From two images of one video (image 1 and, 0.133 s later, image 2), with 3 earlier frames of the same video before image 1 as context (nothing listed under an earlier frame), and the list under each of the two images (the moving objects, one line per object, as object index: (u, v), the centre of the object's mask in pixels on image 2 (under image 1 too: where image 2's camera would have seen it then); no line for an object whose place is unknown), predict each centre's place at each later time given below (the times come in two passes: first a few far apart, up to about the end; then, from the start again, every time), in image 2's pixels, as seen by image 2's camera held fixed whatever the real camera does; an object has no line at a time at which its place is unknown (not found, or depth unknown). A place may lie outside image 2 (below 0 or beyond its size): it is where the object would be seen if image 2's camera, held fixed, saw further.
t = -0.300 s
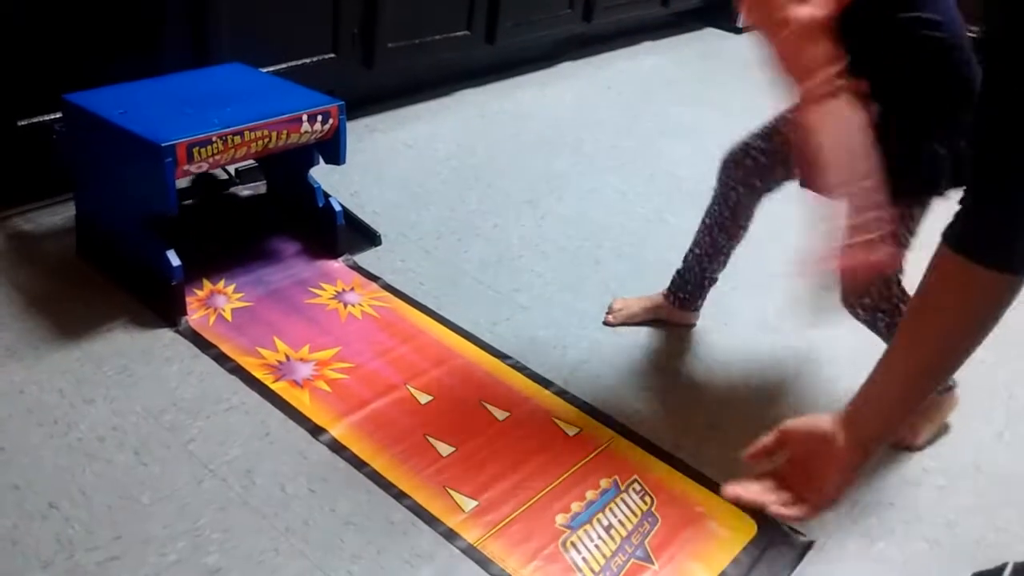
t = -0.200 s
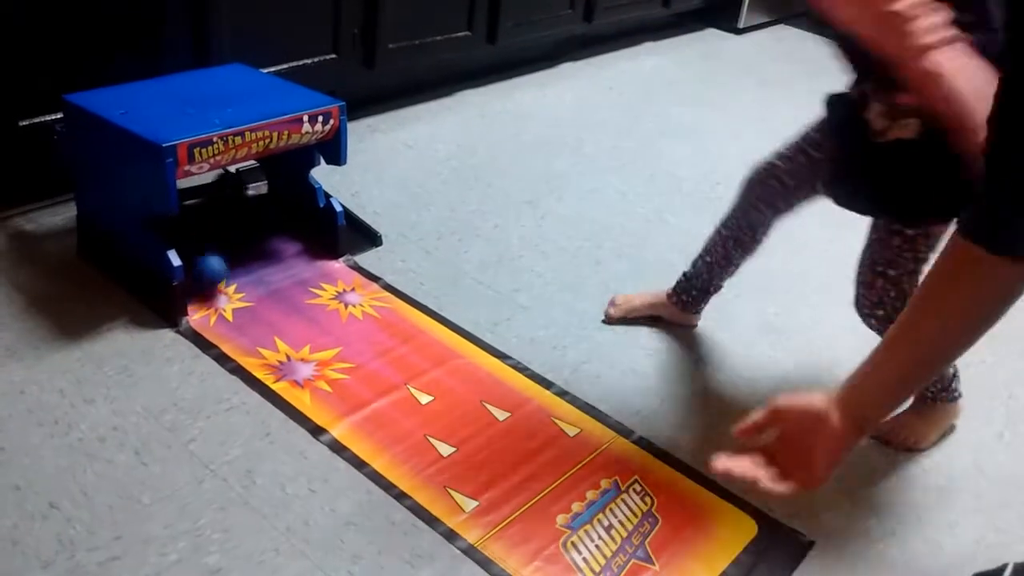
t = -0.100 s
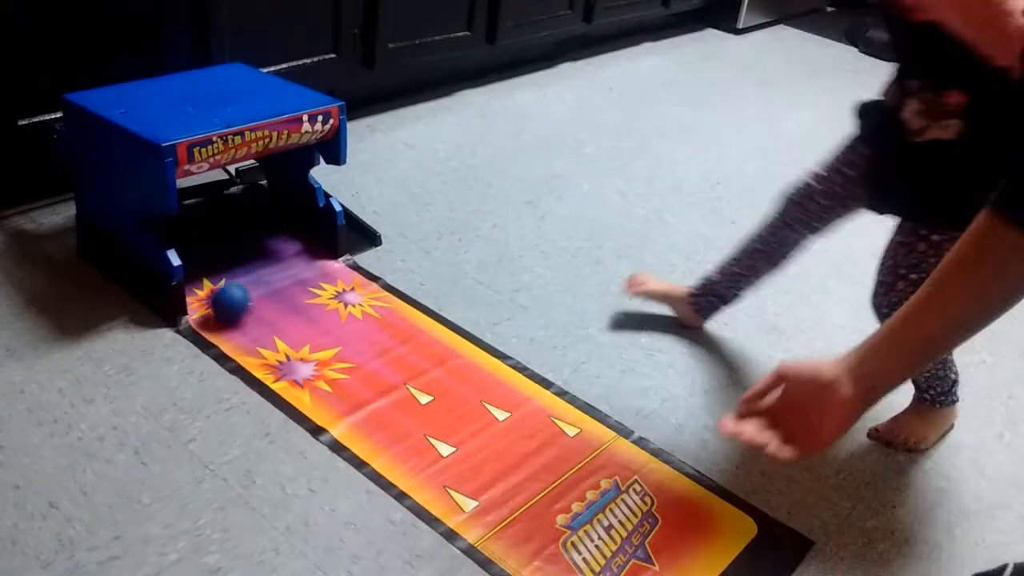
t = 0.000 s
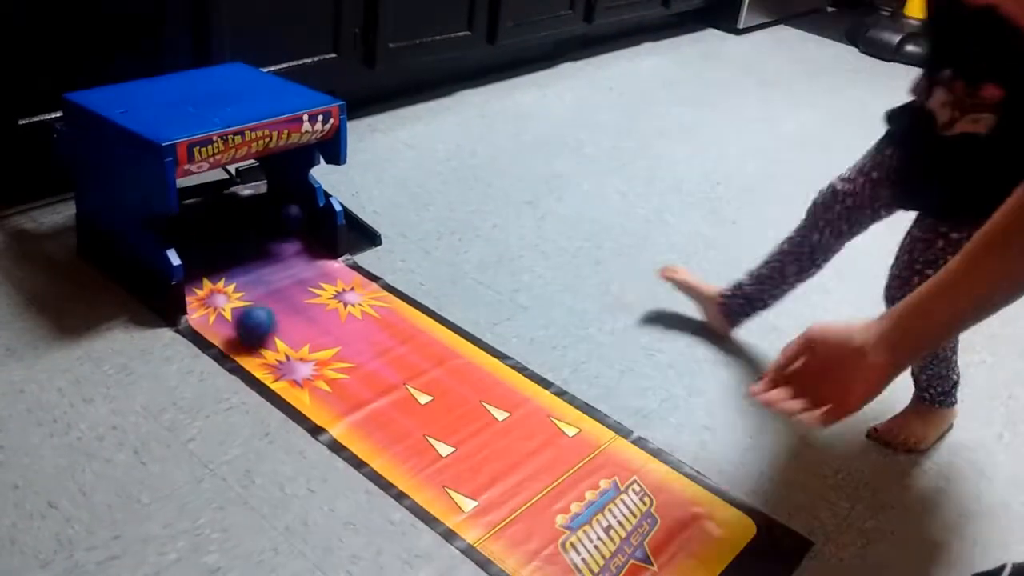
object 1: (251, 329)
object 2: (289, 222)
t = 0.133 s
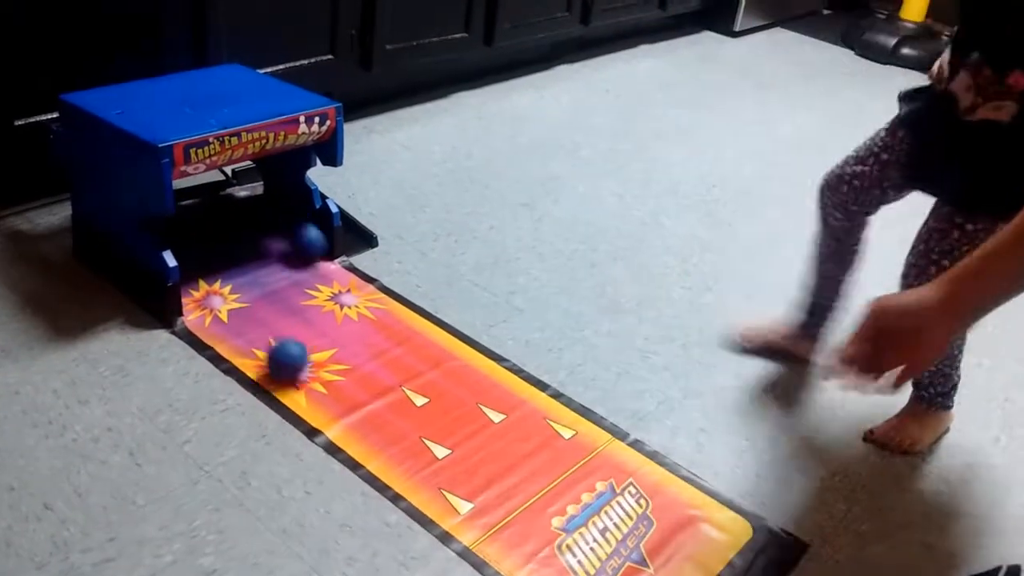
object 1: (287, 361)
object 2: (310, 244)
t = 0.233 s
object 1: (316, 385)
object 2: (332, 264)
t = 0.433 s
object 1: (377, 436)
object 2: (391, 301)
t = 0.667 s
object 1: (455, 500)
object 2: (465, 344)
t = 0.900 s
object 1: (542, 563)
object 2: (549, 384)
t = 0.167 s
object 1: (297, 369)
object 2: (314, 253)
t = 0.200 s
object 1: (306, 377)
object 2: (324, 258)
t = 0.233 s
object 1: (316, 385)
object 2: (332, 264)
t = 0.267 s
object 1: (327, 394)
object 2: (342, 272)
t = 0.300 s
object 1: (337, 402)
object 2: (351, 279)
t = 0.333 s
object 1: (346, 411)
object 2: (361, 285)
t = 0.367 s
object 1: (356, 419)
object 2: (371, 290)
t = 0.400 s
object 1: (367, 428)
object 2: (381, 295)
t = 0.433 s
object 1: (377, 436)
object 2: (391, 301)
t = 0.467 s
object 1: (388, 445)
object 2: (401, 307)
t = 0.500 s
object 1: (399, 453)
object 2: (411, 313)
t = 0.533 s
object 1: (410, 462)
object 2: (421, 320)
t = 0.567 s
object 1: (420, 471)
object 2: (433, 325)
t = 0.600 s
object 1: (431, 481)
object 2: (444, 332)
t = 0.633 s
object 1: (443, 490)
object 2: (455, 336)
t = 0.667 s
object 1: (455, 500)
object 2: (465, 344)
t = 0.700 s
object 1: (467, 510)
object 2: (477, 349)
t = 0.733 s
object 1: (479, 520)
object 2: (489, 355)
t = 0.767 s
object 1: (491, 529)
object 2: (500, 360)
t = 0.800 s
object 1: (504, 539)
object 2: (512, 366)
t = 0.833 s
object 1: (516, 547)
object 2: (524, 372)
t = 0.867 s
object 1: (529, 556)
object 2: (537, 378)
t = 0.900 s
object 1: (542, 563)
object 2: (549, 384)
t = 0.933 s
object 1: (556, 569)
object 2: (562, 390)
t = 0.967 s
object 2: (574, 396)
